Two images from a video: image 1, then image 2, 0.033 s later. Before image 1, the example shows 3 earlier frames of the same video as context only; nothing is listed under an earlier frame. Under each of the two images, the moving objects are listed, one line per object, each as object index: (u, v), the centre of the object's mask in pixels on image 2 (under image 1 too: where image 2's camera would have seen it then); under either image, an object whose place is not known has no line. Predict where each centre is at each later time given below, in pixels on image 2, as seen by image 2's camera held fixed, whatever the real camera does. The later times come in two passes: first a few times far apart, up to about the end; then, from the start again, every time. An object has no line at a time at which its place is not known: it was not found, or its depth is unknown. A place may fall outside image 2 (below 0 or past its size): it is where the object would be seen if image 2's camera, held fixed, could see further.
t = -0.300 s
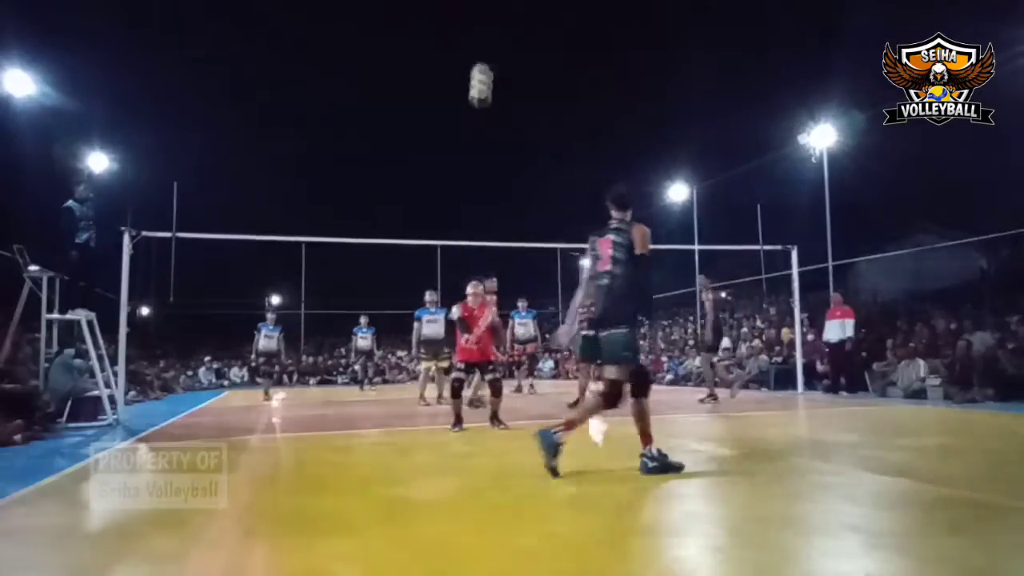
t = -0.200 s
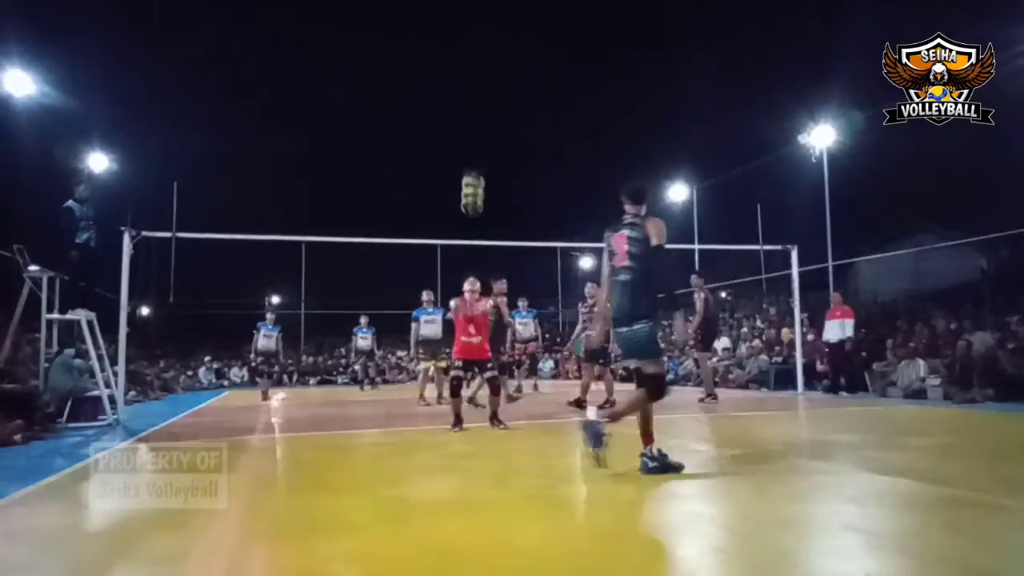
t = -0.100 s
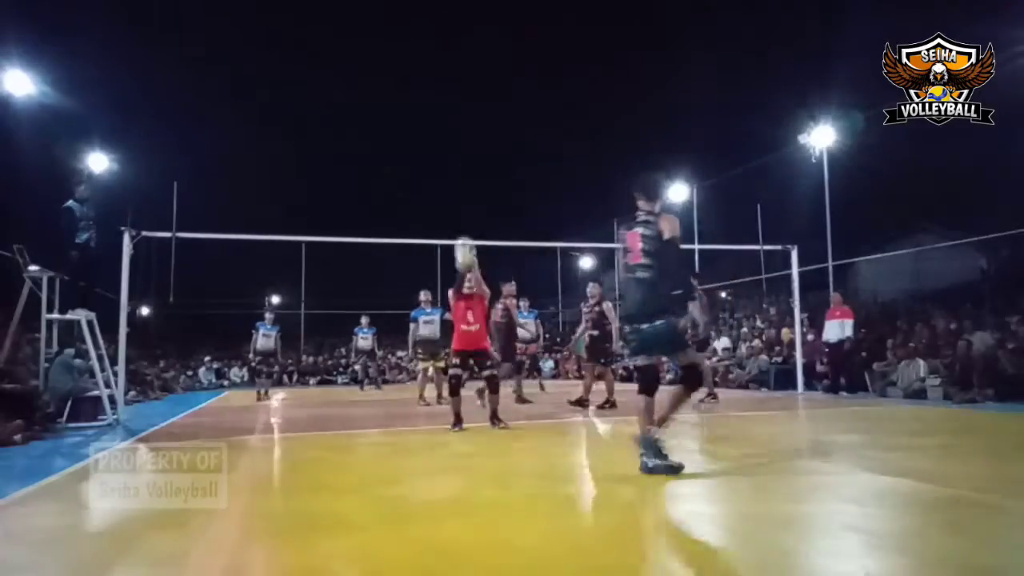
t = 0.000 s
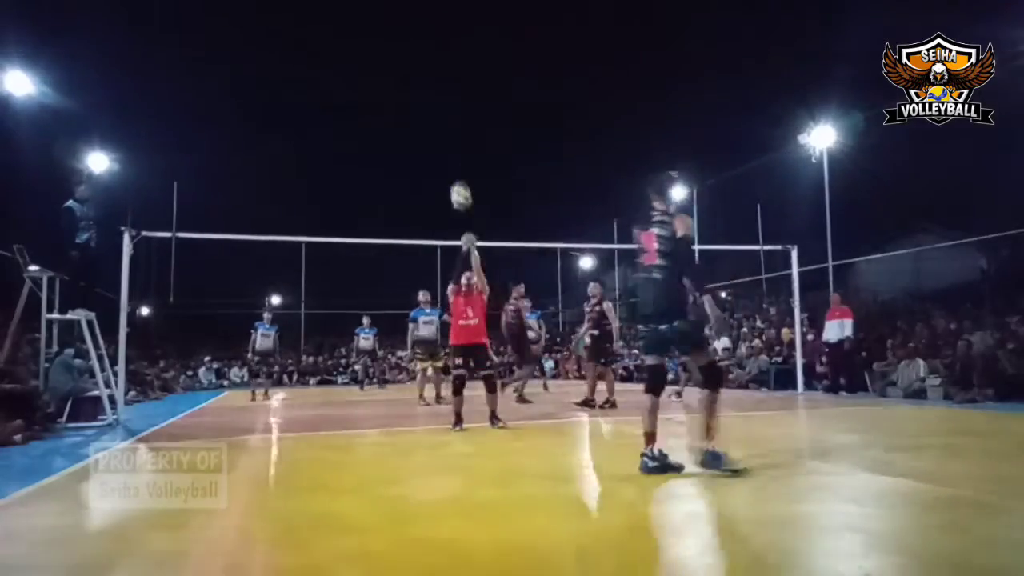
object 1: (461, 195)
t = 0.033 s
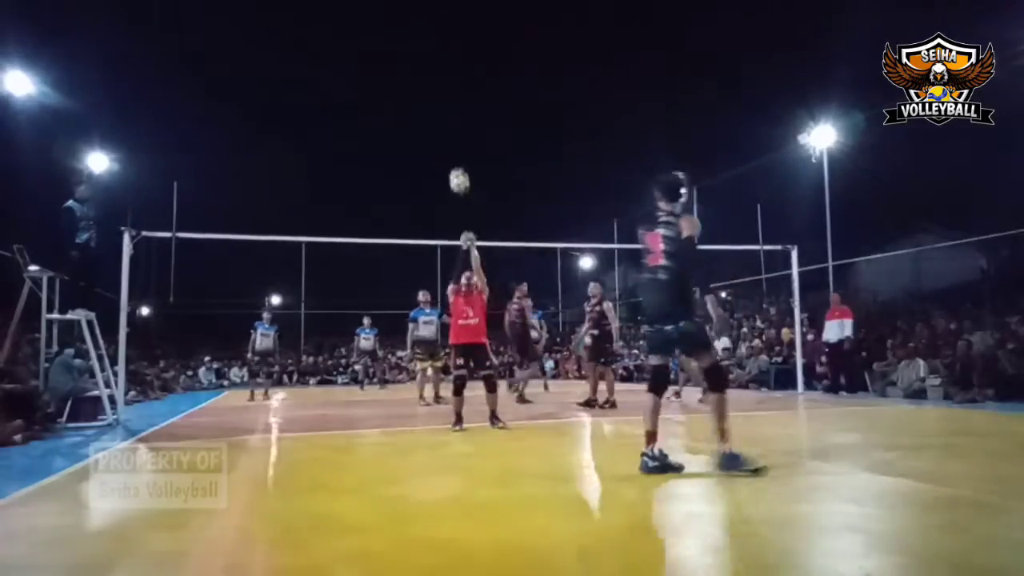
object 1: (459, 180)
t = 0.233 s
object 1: (451, 132)
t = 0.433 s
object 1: (446, 125)
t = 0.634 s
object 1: (441, 146)
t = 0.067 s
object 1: (458, 168)
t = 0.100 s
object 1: (456, 158)
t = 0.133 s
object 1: (455, 149)
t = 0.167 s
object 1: (454, 142)
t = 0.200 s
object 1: (453, 136)
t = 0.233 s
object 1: (451, 132)
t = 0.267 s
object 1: (450, 128)
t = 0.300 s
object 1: (449, 126)
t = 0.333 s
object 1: (449, 124)
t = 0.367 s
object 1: (447, 124)
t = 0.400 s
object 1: (446, 124)
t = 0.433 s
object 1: (446, 125)
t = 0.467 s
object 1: (445, 127)
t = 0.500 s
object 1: (444, 129)
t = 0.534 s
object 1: (443, 132)
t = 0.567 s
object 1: (443, 136)
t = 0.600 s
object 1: (442, 141)
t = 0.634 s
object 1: (441, 146)
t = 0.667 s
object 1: (441, 151)
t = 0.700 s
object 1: (440, 157)
